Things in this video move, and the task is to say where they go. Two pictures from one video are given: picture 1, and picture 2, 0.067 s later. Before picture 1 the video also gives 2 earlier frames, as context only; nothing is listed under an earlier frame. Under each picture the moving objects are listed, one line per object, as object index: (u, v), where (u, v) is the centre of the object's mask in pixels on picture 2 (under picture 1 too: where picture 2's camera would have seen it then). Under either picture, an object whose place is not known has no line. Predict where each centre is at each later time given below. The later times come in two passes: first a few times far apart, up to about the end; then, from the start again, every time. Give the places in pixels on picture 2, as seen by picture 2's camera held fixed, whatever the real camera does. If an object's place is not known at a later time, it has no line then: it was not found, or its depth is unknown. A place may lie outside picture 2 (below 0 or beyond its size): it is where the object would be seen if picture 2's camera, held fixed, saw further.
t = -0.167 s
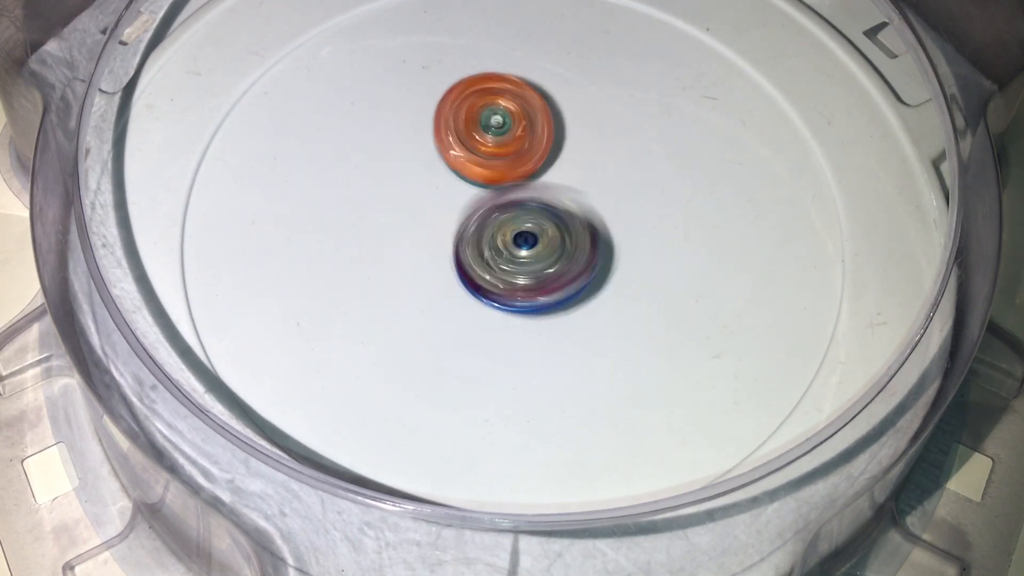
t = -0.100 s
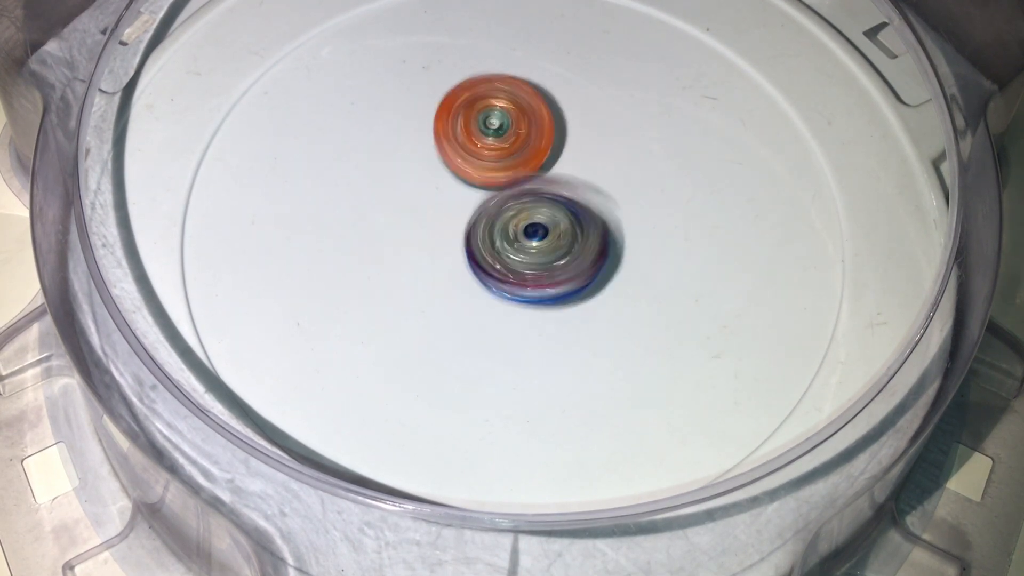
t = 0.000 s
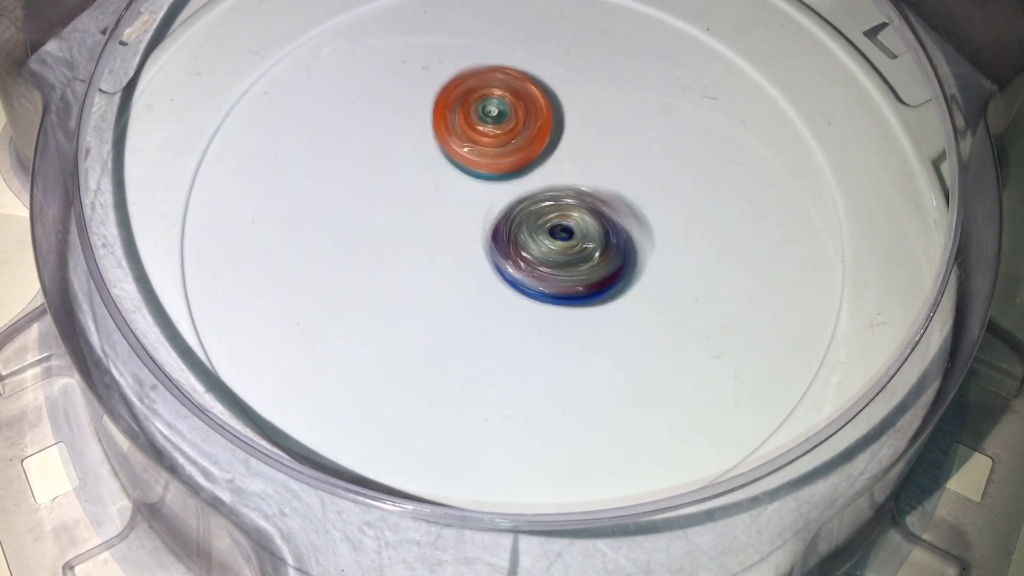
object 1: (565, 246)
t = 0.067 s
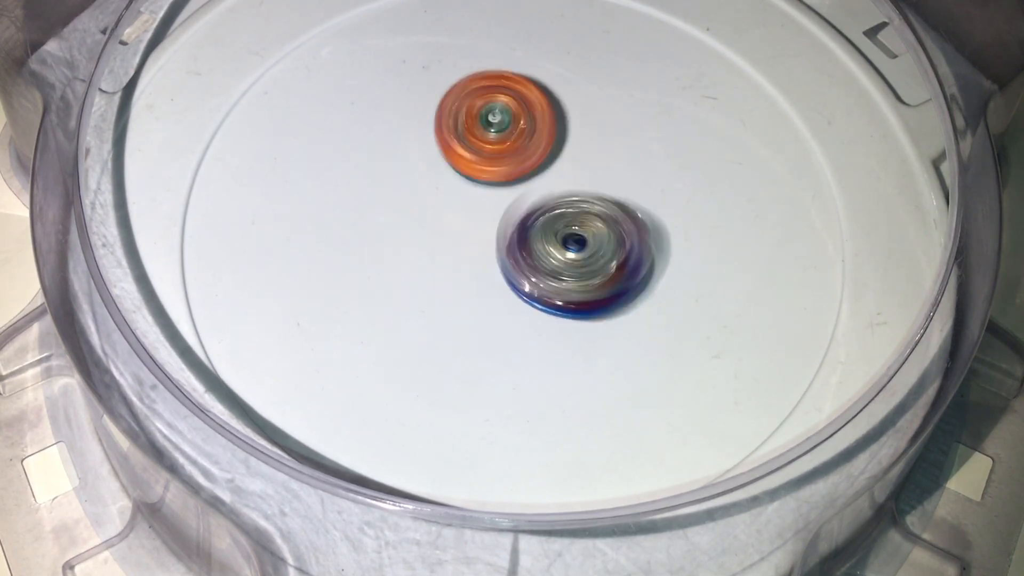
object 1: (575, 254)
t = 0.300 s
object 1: (590, 263)
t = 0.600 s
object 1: (542, 242)
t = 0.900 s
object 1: (541, 246)
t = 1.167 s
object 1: (577, 252)
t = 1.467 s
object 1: (576, 216)
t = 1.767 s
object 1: (549, 233)
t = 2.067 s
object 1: (594, 238)
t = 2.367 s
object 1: (577, 221)
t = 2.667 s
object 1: (549, 248)
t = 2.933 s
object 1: (562, 239)
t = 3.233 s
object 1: (547, 210)
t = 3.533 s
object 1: (559, 202)
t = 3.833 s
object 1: (560, 162)
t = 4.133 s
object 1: (518, 176)
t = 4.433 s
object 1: (504, 166)
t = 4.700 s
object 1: (490, 166)
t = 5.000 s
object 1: (510, 168)
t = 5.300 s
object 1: (502, 125)
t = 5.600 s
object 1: (564, 158)
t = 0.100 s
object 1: (583, 257)
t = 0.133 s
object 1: (588, 260)
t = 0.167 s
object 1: (592, 261)
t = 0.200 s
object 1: (594, 262)
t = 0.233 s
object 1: (594, 263)
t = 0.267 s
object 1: (593, 262)
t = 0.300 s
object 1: (590, 263)
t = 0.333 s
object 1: (584, 260)
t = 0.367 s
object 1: (577, 257)
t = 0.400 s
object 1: (573, 252)
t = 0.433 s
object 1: (565, 247)
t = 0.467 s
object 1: (563, 245)
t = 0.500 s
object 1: (558, 244)
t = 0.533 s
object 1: (553, 242)
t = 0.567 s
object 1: (547, 242)
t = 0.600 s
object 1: (542, 242)
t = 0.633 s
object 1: (540, 243)
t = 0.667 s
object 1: (541, 242)
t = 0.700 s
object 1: (544, 246)
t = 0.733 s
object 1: (546, 247)
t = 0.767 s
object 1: (547, 249)
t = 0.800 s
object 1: (544, 250)
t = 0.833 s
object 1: (542, 250)
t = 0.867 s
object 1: (542, 249)
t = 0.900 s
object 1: (541, 246)
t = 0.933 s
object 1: (540, 243)
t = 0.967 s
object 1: (538, 241)
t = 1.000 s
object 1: (535, 240)
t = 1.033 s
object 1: (542, 242)
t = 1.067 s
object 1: (556, 246)
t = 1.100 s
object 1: (567, 249)
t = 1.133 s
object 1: (575, 254)
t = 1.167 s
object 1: (577, 252)
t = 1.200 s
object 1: (582, 250)
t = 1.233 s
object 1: (586, 248)
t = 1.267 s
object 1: (591, 247)
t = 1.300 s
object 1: (591, 242)
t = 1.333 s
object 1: (591, 233)
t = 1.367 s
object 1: (592, 226)
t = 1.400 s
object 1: (588, 223)
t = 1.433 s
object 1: (581, 220)
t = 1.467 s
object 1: (576, 216)
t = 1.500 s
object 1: (571, 215)
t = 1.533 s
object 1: (566, 218)
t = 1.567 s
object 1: (564, 219)
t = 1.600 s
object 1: (557, 221)
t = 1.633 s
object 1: (555, 222)
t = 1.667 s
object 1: (553, 225)
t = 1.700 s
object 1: (552, 230)
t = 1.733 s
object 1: (549, 230)
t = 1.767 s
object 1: (549, 233)
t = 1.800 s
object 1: (551, 237)
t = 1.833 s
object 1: (549, 240)
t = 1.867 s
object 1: (553, 241)
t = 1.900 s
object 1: (558, 243)
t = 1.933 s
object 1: (569, 245)
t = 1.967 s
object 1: (574, 244)
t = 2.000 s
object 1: (582, 242)
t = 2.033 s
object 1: (590, 238)
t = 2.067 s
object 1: (594, 238)
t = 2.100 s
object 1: (597, 234)
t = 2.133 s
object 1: (601, 231)
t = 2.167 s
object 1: (604, 230)
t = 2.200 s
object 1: (601, 229)
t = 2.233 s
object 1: (600, 227)
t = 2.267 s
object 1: (598, 224)
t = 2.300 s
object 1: (590, 224)
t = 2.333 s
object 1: (582, 222)
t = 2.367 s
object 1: (577, 221)
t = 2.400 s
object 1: (572, 222)
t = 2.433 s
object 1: (566, 224)
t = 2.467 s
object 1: (559, 224)
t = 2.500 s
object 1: (554, 225)
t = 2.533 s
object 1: (546, 231)
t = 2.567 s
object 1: (542, 235)
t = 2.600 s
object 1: (545, 240)
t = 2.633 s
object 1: (551, 245)
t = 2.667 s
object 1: (549, 248)
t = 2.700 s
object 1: (549, 248)
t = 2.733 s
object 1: (552, 248)
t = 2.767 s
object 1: (553, 252)
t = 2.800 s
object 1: (558, 248)
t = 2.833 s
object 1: (559, 243)
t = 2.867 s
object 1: (560, 240)
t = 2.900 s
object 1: (563, 237)
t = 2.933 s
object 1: (562, 239)
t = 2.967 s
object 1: (570, 235)
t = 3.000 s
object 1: (577, 227)
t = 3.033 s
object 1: (582, 225)
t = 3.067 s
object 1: (582, 222)
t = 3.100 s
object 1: (579, 218)
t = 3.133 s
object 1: (564, 216)
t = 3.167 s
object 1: (560, 216)
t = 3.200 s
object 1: (556, 211)
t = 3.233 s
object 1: (547, 210)
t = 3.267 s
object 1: (546, 211)
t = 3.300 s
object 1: (543, 211)
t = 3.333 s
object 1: (552, 207)
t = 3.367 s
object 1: (556, 207)
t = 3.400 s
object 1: (555, 205)
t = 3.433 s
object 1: (556, 206)
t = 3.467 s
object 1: (560, 206)
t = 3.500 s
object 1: (563, 203)
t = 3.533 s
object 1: (559, 202)
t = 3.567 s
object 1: (573, 198)
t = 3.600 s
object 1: (584, 187)
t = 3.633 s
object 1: (587, 179)
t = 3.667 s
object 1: (585, 175)
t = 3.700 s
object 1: (583, 169)
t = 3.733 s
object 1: (579, 169)
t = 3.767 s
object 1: (574, 167)
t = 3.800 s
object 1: (565, 164)
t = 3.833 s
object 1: (560, 162)
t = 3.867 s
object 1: (552, 167)
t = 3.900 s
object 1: (545, 174)
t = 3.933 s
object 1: (538, 178)
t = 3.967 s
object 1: (535, 175)
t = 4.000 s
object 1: (532, 173)
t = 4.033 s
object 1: (528, 170)
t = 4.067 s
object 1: (525, 170)
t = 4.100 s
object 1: (522, 171)
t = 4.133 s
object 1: (518, 176)
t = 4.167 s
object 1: (519, 176)
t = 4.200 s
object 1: (518, 177)
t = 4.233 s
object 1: (515, 175)
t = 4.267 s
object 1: (512, 173)
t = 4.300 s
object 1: (513, 172)
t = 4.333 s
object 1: (503, 169)
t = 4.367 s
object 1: (504, 166)
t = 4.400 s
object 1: (508, 162)
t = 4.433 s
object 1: (504, 166)
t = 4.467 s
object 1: (504, 168)
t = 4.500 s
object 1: (506, 168)
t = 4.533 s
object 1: (501, 172)
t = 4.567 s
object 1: (497, 169)
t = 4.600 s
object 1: (496, 166)
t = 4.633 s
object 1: (498, 164)
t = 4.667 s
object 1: (491, 161)
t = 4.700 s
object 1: (490, 166)
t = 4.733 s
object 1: (498, 169)
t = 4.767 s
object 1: (499, 171)
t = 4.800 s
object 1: (503, 175)
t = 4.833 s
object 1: (508, 179)
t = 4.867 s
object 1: (506, 182)
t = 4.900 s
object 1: (510, 185)
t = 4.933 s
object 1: (514, 185)
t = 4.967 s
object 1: (515, 179)
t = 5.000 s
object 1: (510, 168)
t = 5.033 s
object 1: (504, 157)
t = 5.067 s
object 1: (502, 147)
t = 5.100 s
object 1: (501, 136)
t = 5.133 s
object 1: (501, 127)
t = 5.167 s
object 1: (502, 122)
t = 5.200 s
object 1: (501, 119)
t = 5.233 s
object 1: (501, 120)
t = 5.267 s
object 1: (502, 121)
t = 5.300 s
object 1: (502, 125)
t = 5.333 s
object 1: (506, 132)
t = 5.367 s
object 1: (511, 138)
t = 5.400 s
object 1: (519, 147)
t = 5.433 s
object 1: (527, 154)
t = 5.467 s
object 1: (537, 158)
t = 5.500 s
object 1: (545, 161)
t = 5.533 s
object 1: (553, 161)
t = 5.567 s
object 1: (559, 159)
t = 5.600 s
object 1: (564, 158)
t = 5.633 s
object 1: (565, 156)
